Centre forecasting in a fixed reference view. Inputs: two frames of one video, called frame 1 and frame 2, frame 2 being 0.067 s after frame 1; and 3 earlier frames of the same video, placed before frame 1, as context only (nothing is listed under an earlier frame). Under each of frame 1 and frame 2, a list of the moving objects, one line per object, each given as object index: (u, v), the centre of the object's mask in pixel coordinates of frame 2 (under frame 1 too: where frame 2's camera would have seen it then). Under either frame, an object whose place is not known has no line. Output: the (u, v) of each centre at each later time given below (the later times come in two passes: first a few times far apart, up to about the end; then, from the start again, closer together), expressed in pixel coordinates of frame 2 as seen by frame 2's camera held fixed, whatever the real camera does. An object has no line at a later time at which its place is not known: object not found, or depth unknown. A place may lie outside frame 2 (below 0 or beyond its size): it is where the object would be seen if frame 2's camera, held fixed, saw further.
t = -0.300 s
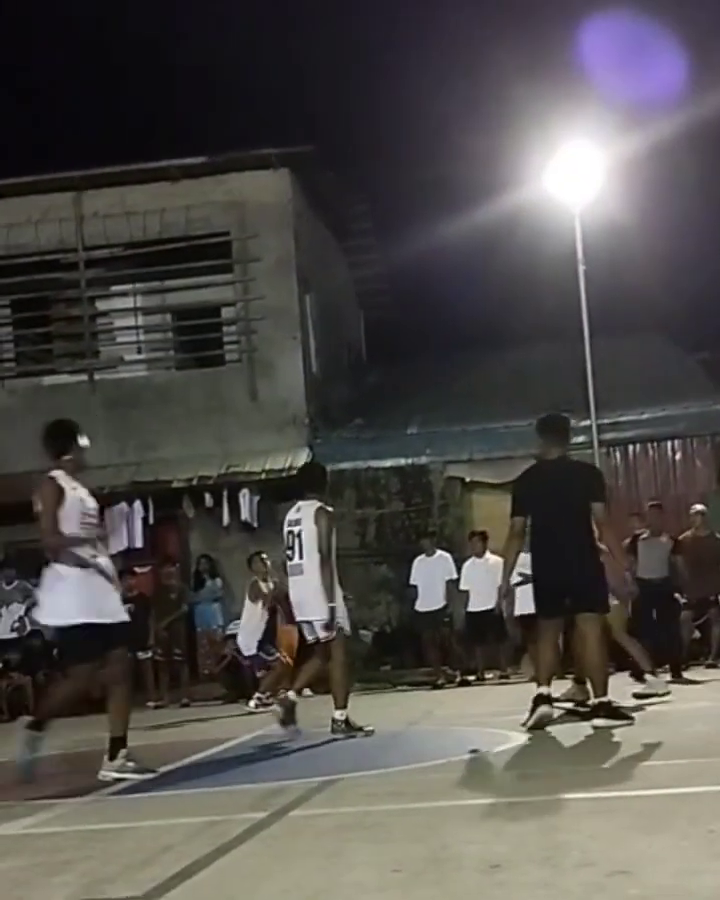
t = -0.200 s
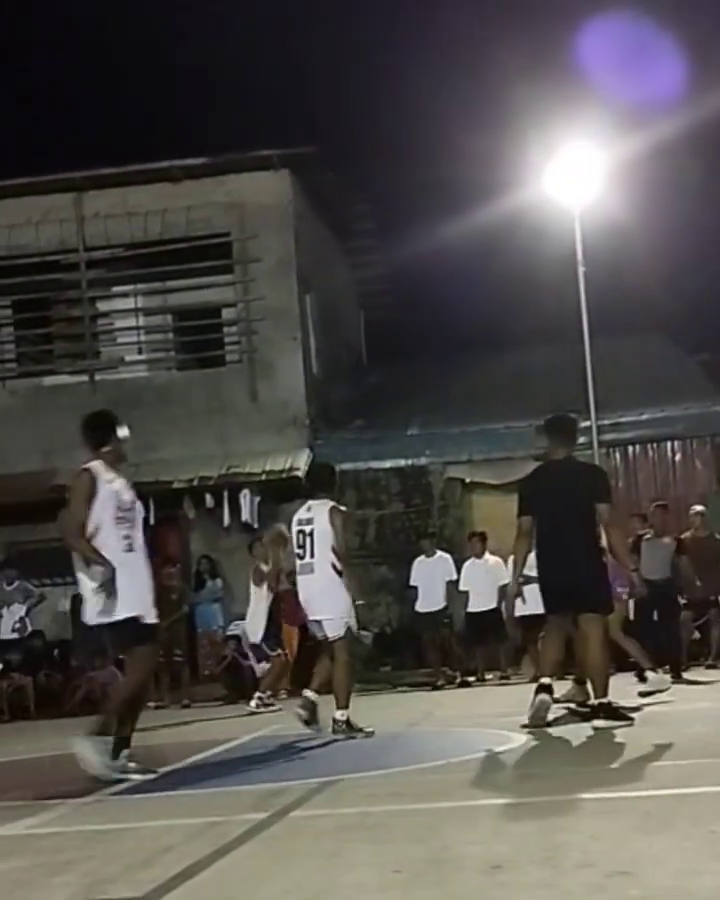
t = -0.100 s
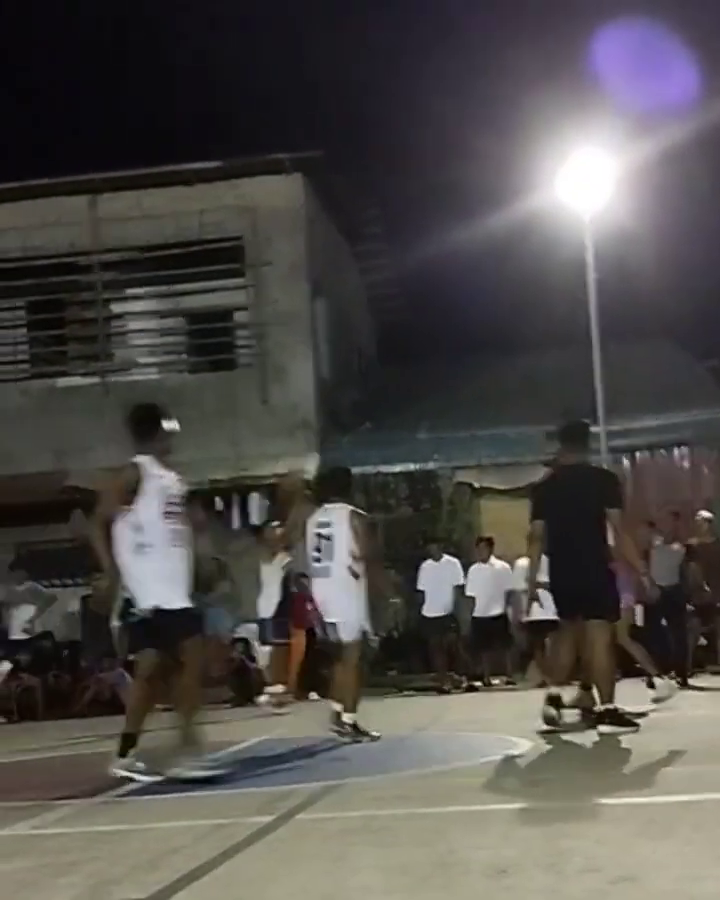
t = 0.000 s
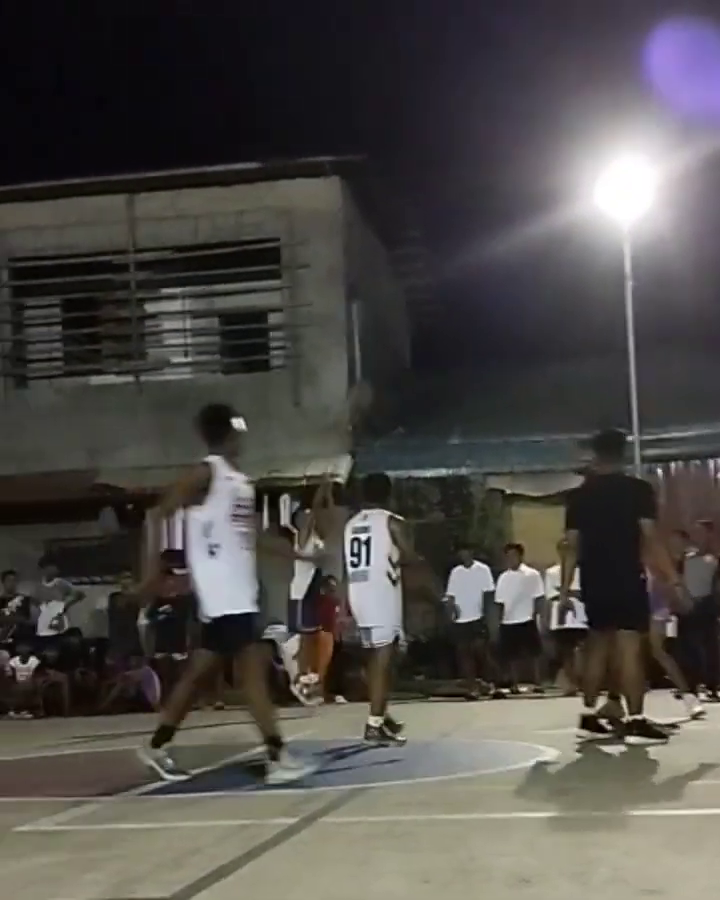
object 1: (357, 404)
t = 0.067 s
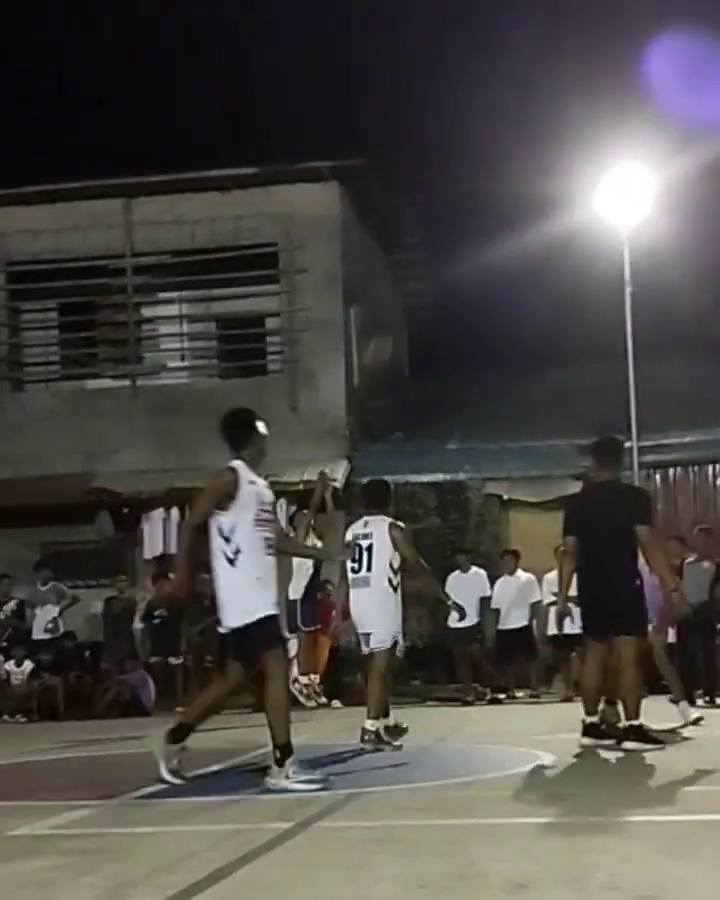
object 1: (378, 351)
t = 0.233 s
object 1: (438, 232)
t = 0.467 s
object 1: (545, 99)
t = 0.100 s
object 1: (388, 326)
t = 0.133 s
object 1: (400, 302)
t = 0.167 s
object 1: (413, 278)
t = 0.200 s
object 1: (425, 254)
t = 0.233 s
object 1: (438, 232)
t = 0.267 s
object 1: (452, 210)
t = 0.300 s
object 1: (464, 191)
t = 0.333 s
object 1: (481, 169)
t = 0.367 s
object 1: (495, 149)
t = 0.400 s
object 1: (510, 133)
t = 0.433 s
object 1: (526, 115)
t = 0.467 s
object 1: (545, 99)
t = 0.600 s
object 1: (613, 49)
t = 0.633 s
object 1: (629, 40)
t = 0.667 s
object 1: (648, 32)
